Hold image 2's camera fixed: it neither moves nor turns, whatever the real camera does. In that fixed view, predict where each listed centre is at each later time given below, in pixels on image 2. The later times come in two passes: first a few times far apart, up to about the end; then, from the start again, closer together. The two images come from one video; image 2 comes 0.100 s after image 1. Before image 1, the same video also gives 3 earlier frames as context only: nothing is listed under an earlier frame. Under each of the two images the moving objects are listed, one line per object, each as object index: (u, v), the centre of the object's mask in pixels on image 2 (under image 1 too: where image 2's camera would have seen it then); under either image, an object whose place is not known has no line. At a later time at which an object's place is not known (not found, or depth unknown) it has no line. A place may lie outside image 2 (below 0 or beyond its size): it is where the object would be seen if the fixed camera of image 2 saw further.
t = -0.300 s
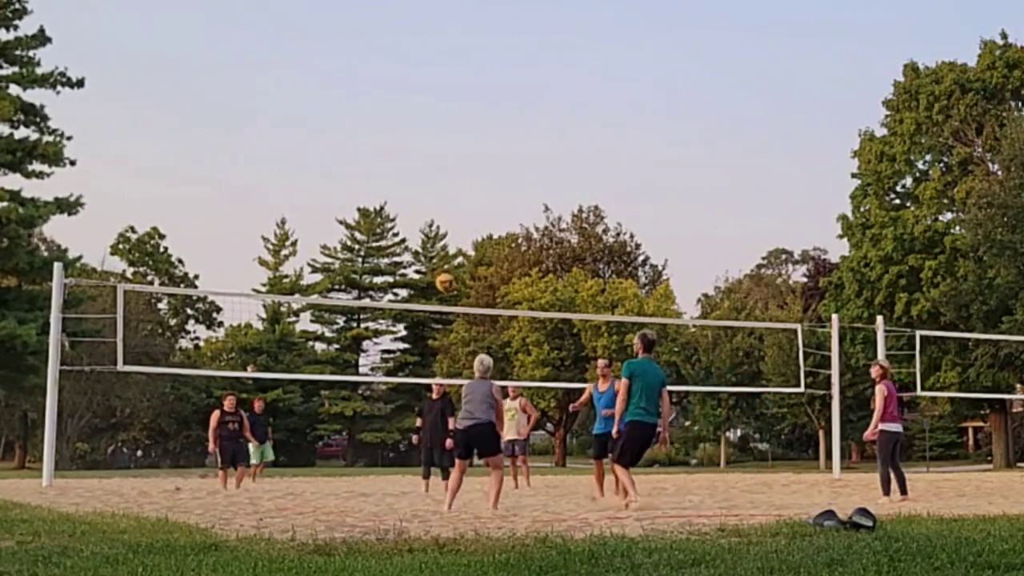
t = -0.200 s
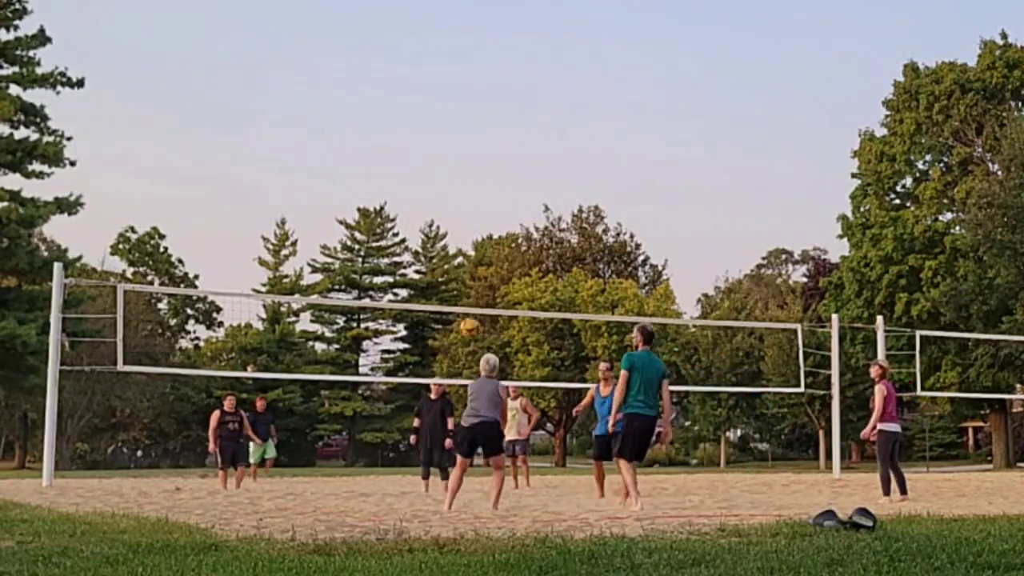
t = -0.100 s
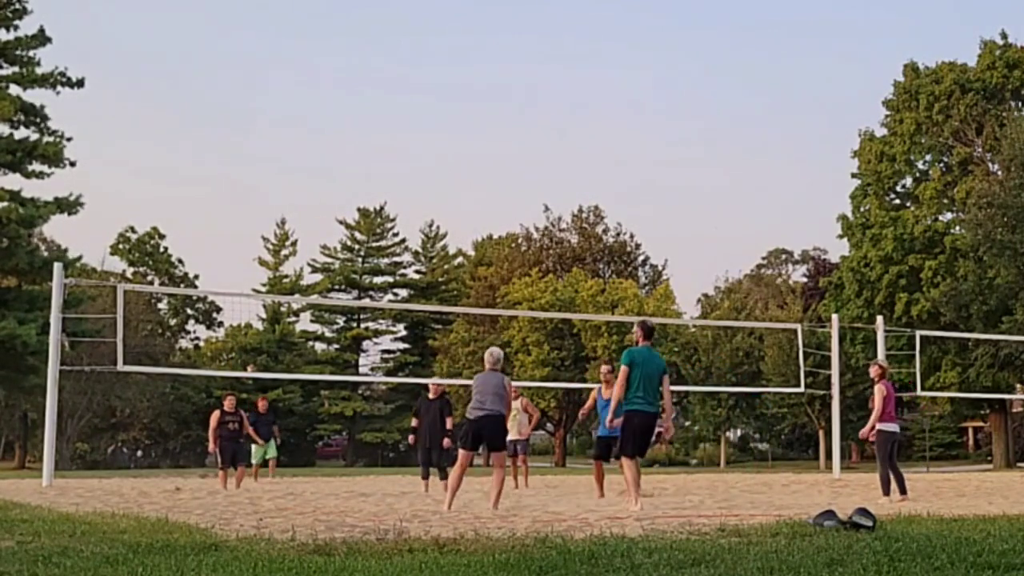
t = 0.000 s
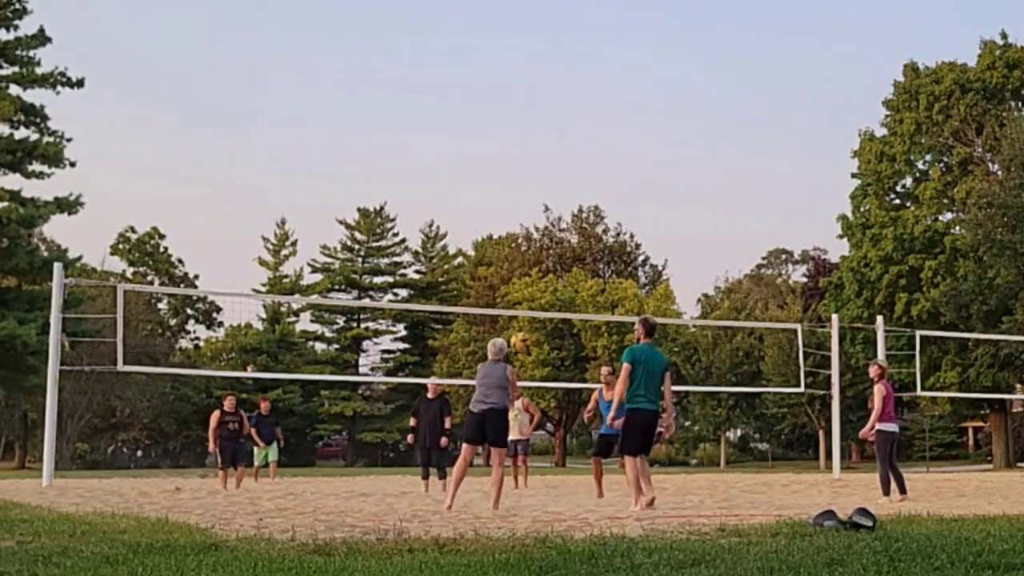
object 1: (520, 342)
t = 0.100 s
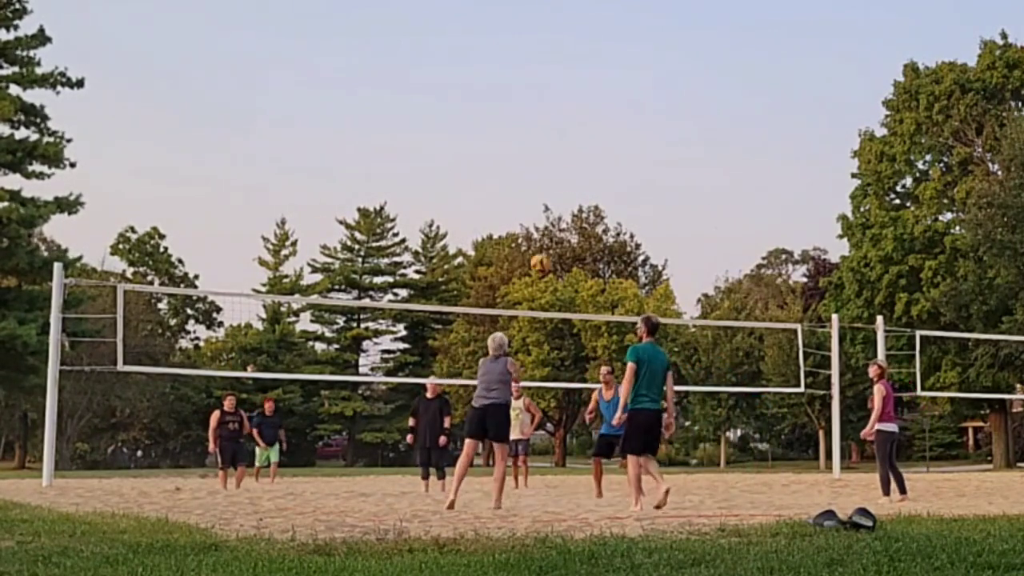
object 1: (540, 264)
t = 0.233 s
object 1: (566, 180)
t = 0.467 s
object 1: (607, 82)
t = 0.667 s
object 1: (640, 41)
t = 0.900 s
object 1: (677, 38)
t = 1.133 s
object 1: (713, 78)
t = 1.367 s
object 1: (746, 159)
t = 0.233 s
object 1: (566, 180)
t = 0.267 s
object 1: (572, 162)
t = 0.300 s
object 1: (578, 146)
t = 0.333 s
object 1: (584, 131)
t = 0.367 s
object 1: (590, 117)
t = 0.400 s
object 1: (595, 104)
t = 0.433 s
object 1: (601, 93)
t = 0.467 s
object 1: (607, 82)
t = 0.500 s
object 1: (612, 73)
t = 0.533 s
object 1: (618, 64)
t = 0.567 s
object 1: (624, 57)
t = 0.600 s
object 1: (629, 51)
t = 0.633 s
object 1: (635, 45)
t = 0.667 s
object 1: (640, 41)
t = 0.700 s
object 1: (646, 38)
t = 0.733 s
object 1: (651, 36)
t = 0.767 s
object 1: (656, 34)
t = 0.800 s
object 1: (662, 34)
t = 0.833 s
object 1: (667, 34)
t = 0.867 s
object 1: (672, 35)
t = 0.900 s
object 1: (677, 38)
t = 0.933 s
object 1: (682, 41)
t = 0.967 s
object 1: (688, 45)
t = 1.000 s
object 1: (693, 50)
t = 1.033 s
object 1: (698, 56)
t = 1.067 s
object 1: (703, 62)
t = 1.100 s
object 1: (708, 70)
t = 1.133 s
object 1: (713, 78)
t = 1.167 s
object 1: (718, 87)
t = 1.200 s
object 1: (723, 97)
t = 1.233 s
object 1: (727, 108)
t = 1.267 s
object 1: (732, 119)
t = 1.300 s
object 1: (736, 132)
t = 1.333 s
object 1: (741, 146)
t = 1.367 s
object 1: (746, 159)
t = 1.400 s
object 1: (751, 174)
